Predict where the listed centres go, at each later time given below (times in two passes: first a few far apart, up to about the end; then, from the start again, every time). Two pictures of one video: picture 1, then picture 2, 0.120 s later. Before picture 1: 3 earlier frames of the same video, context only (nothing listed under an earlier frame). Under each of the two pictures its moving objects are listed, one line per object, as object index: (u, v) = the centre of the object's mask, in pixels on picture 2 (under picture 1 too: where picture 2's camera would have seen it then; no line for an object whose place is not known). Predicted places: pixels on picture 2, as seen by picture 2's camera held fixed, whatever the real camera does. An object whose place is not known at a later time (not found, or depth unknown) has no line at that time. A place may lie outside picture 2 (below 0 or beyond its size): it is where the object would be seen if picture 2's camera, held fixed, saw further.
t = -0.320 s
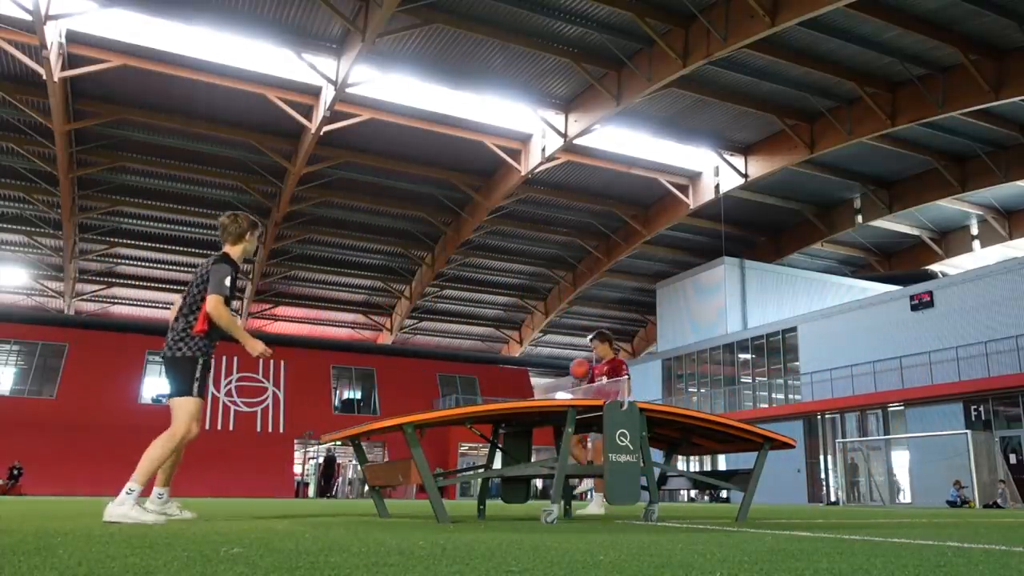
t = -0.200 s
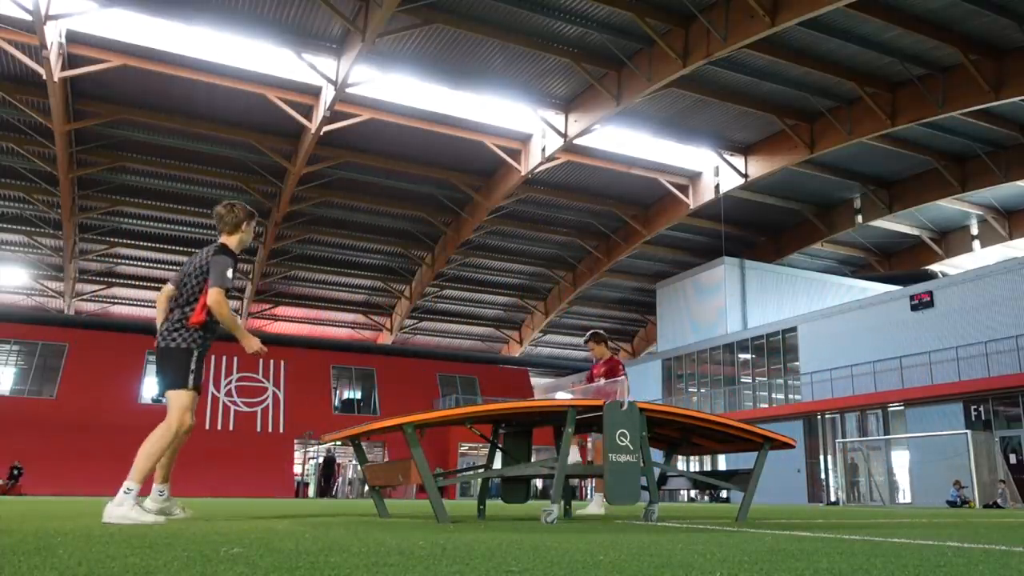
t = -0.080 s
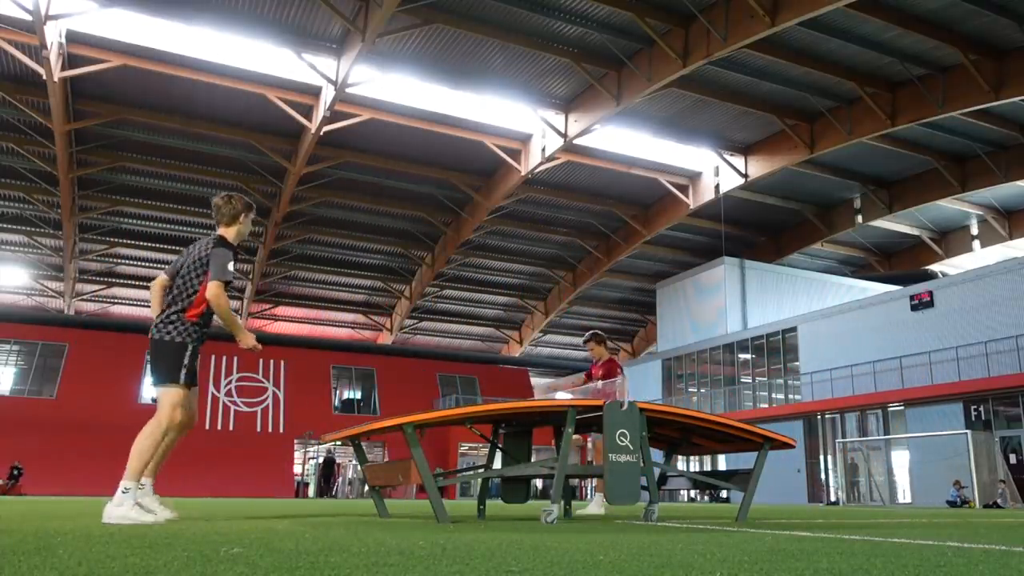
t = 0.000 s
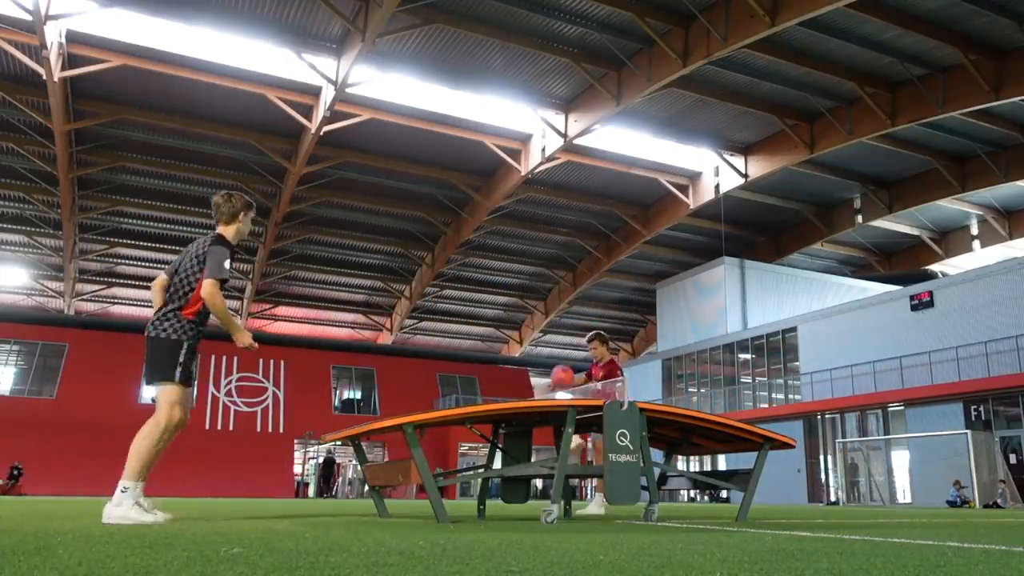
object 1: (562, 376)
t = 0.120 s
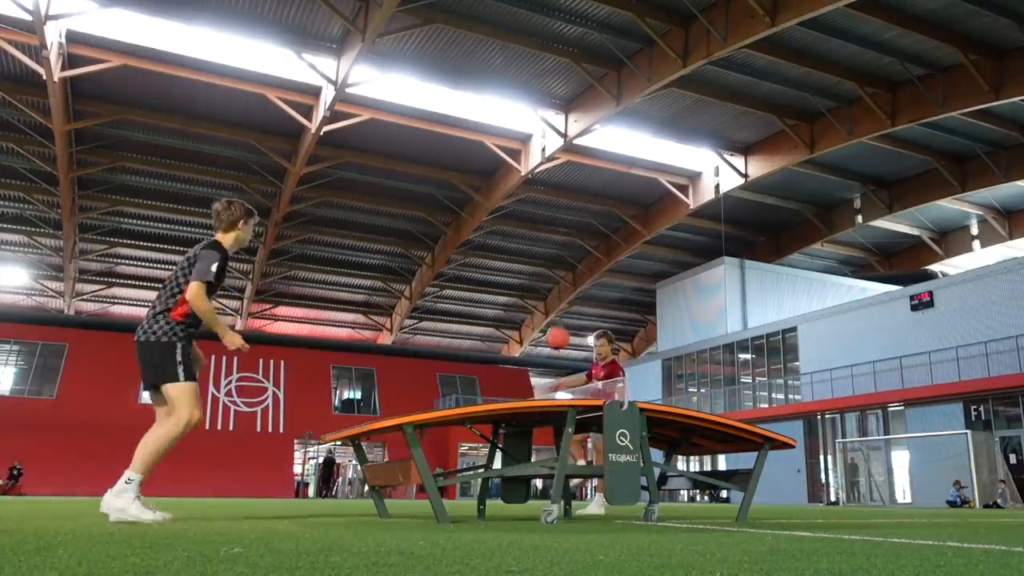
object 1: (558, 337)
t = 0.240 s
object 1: (551, 311)
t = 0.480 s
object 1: (534, 305)
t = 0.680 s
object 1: (513, 366)
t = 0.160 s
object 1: (555, 327)
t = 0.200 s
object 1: (553, 319)
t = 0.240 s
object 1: (551, 311)
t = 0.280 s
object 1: (548, 306)
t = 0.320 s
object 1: (546, 302)
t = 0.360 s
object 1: (543, 300)
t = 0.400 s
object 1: (541, 300)
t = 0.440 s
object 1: (538, 302)
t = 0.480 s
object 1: (534, 305)
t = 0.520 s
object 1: (531, 311)
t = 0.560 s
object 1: (527, 320)
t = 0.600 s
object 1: (523, 332)
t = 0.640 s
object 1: (518, 348)
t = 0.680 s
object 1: (513, 366)
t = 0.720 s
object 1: (507, 383)
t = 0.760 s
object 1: (499, 365)
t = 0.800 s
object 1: (490, 347)
